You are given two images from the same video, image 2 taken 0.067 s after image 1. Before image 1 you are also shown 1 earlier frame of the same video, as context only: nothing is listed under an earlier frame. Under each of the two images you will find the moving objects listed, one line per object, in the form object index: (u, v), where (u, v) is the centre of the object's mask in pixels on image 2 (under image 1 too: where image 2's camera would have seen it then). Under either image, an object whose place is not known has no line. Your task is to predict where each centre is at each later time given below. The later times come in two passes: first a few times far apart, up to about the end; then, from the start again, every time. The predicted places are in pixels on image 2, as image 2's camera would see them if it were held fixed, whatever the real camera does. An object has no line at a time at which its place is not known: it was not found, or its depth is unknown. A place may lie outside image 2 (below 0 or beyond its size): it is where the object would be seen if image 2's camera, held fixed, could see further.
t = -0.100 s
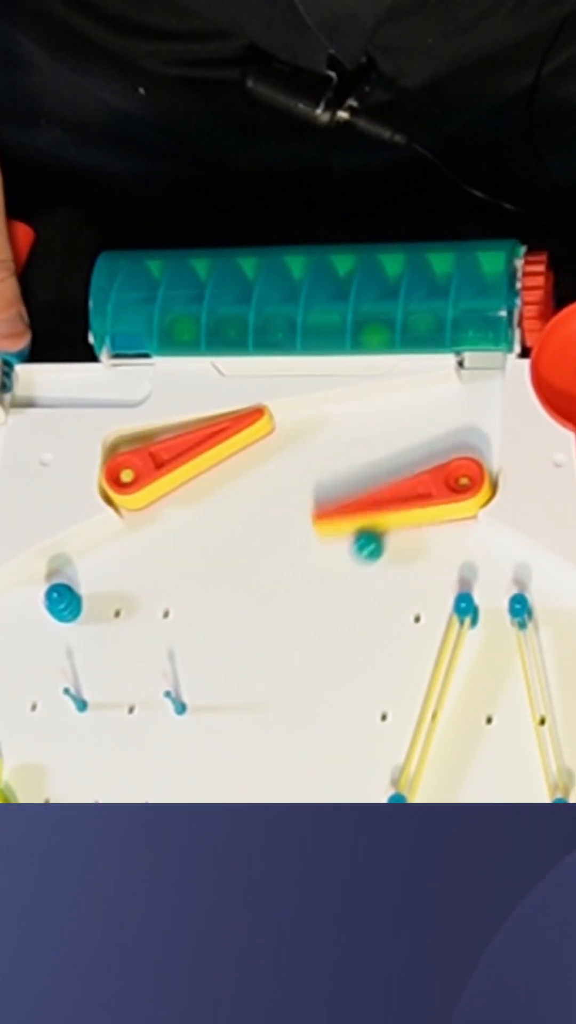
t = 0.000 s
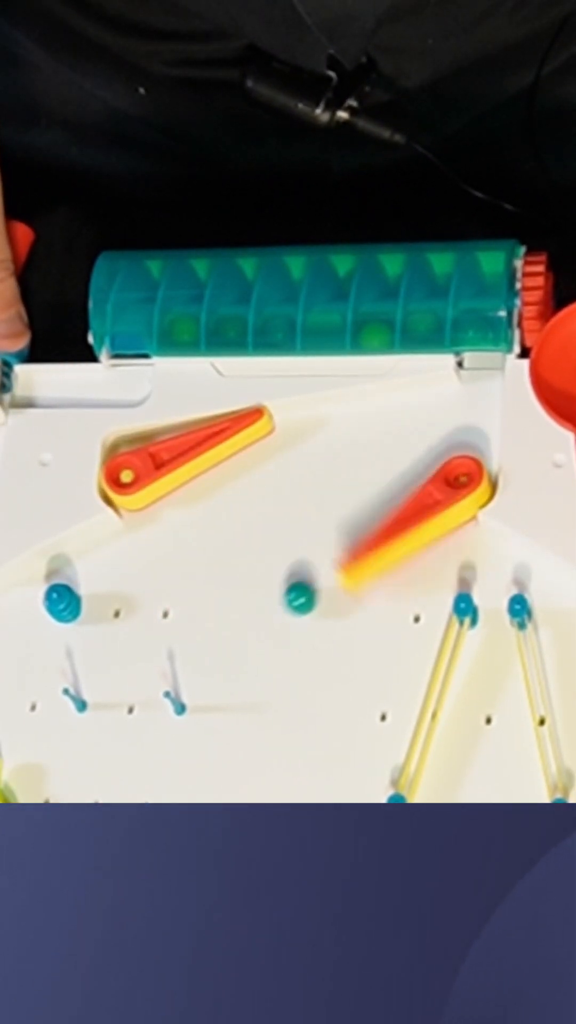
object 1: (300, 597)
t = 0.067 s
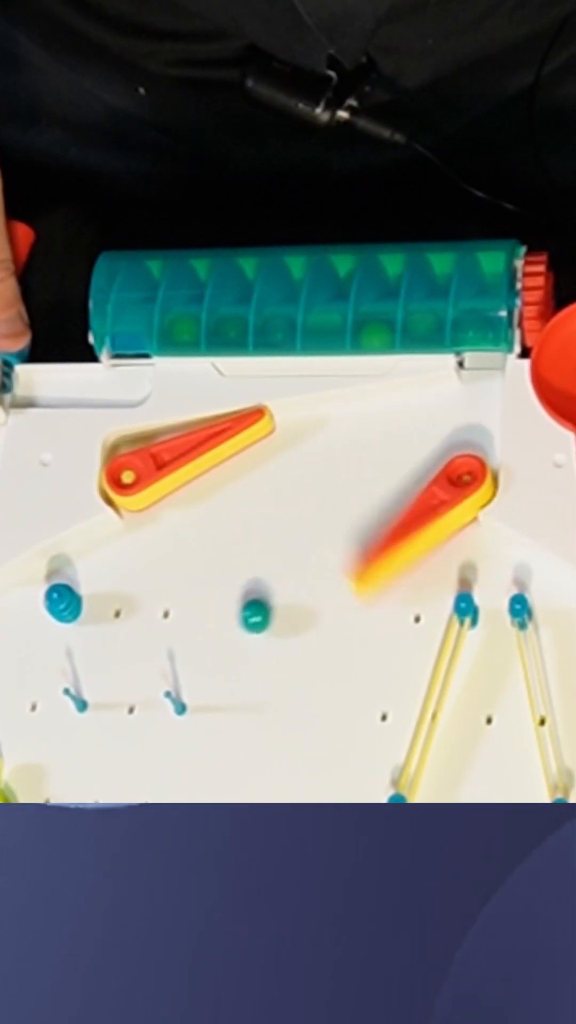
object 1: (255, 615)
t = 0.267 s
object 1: (130, 595)
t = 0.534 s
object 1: (95, 547)
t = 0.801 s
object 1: (163, 512)
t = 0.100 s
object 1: (233, 619)
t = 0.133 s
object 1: (211, 620)
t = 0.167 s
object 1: (190, 619)
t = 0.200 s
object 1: (169, 614)
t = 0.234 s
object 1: (149, 605)
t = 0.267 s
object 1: (130, 595)
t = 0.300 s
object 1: (111, 581)
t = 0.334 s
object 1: (93, 564)
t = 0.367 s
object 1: (78, 555)
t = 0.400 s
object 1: (76, 569)
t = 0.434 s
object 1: (78, 563)
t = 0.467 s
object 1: (82, 555)
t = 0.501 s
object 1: (88, 549)
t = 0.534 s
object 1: (95, 547)
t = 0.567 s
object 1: (101, 544)
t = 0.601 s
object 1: (107, 538)
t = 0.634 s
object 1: (115, 534)
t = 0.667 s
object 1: (123, 532)
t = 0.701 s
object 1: (132, 526)
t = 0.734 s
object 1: (142, 520)
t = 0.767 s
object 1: (152, 517)
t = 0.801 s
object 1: (163, 512)
